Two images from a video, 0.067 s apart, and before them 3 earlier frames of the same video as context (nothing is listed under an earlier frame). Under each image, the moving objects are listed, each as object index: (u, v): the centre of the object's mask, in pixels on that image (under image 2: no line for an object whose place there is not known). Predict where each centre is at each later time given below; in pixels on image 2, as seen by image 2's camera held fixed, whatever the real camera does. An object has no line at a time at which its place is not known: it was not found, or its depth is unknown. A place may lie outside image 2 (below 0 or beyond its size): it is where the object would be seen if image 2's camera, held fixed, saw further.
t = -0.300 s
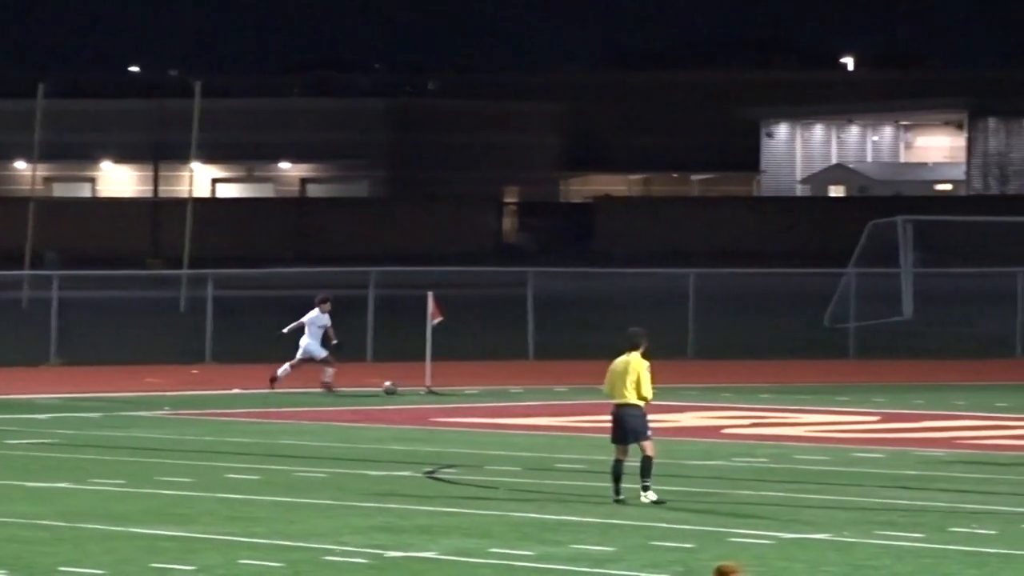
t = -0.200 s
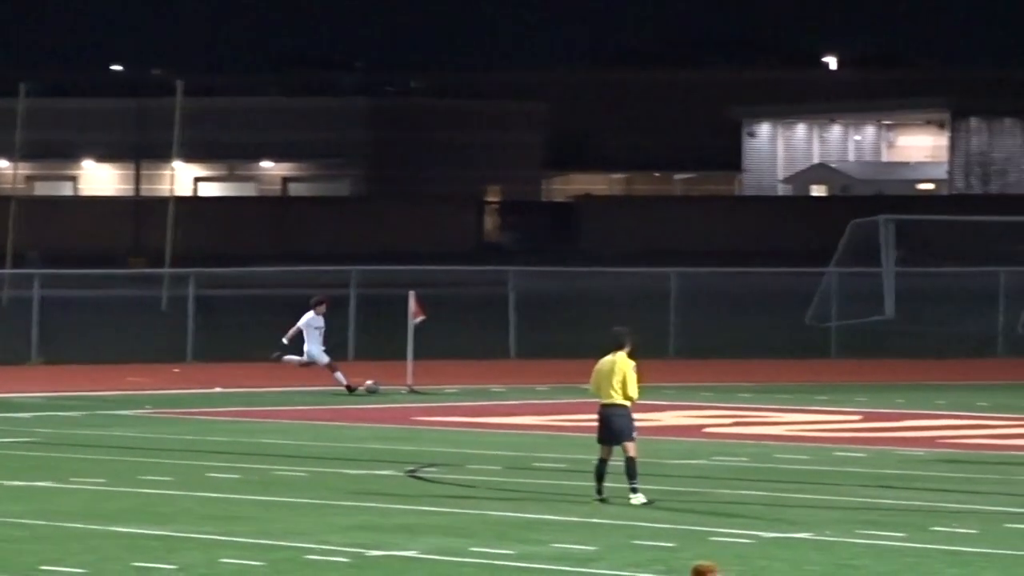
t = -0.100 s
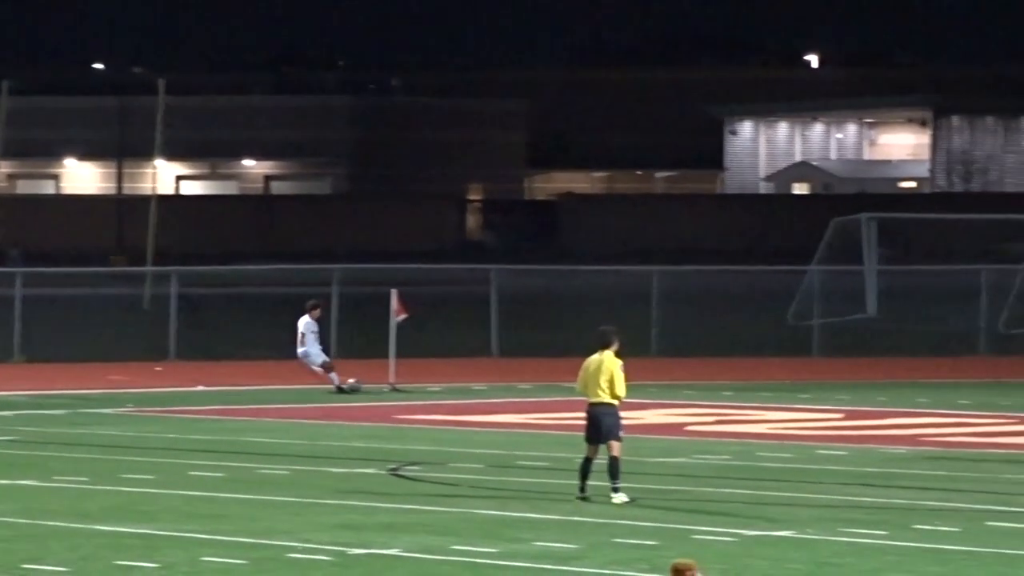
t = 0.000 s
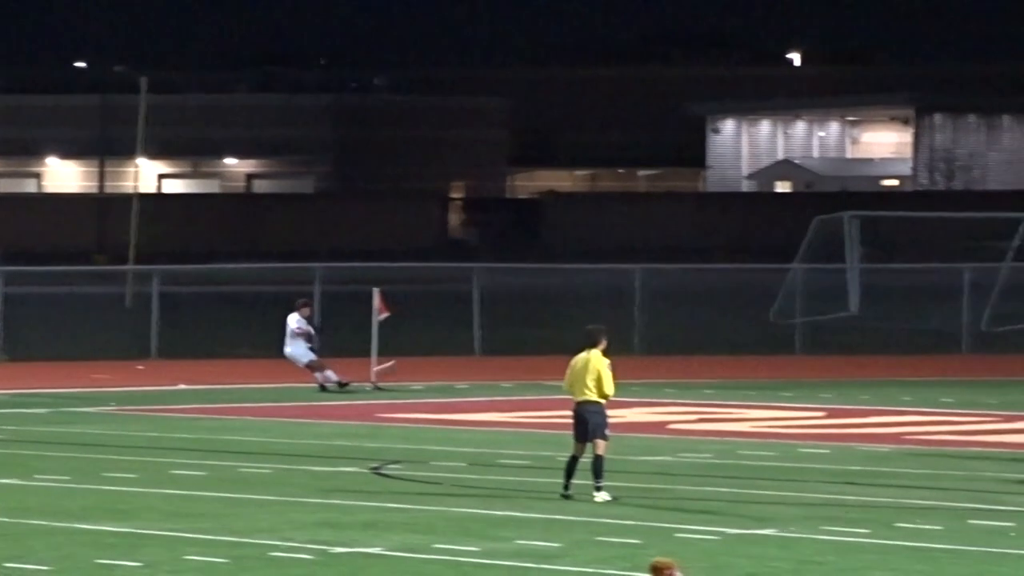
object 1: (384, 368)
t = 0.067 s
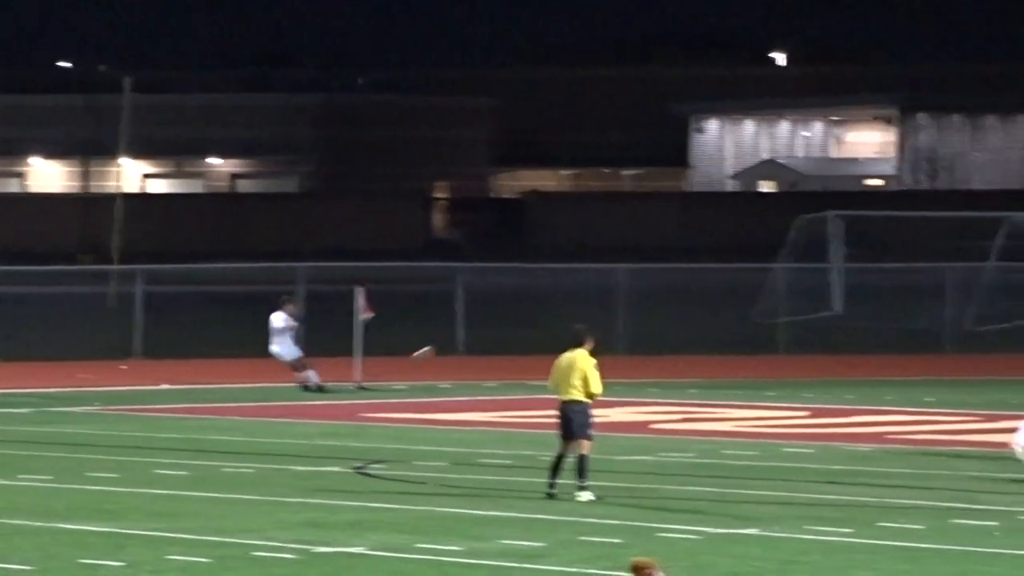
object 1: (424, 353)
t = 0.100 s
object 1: (448, 348)
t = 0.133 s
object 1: (476, 341)
